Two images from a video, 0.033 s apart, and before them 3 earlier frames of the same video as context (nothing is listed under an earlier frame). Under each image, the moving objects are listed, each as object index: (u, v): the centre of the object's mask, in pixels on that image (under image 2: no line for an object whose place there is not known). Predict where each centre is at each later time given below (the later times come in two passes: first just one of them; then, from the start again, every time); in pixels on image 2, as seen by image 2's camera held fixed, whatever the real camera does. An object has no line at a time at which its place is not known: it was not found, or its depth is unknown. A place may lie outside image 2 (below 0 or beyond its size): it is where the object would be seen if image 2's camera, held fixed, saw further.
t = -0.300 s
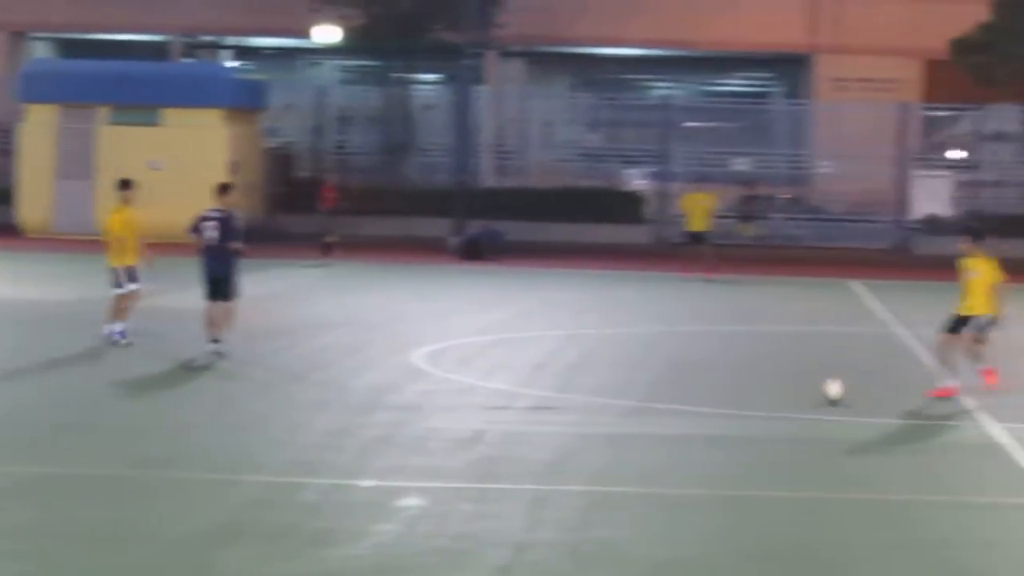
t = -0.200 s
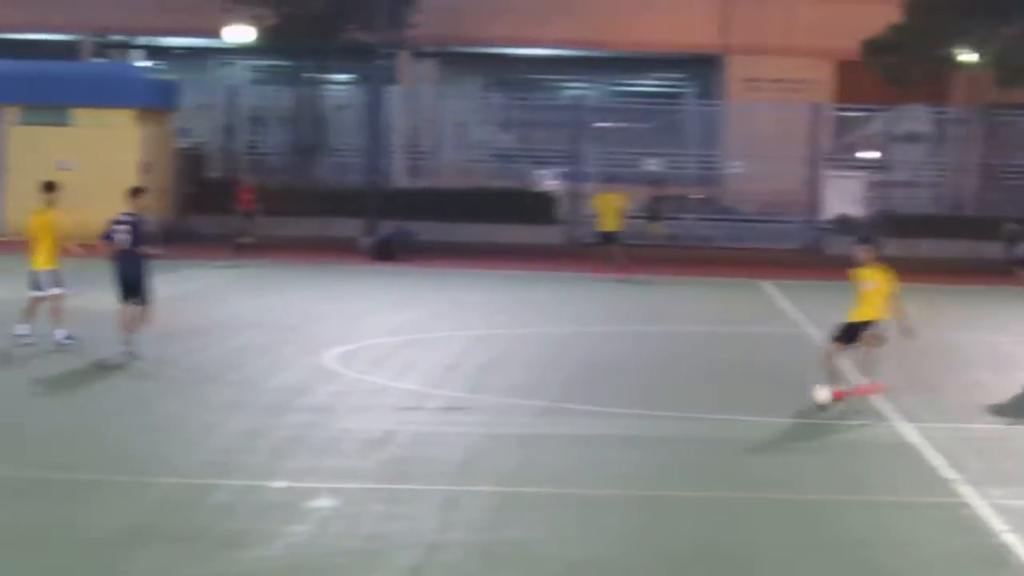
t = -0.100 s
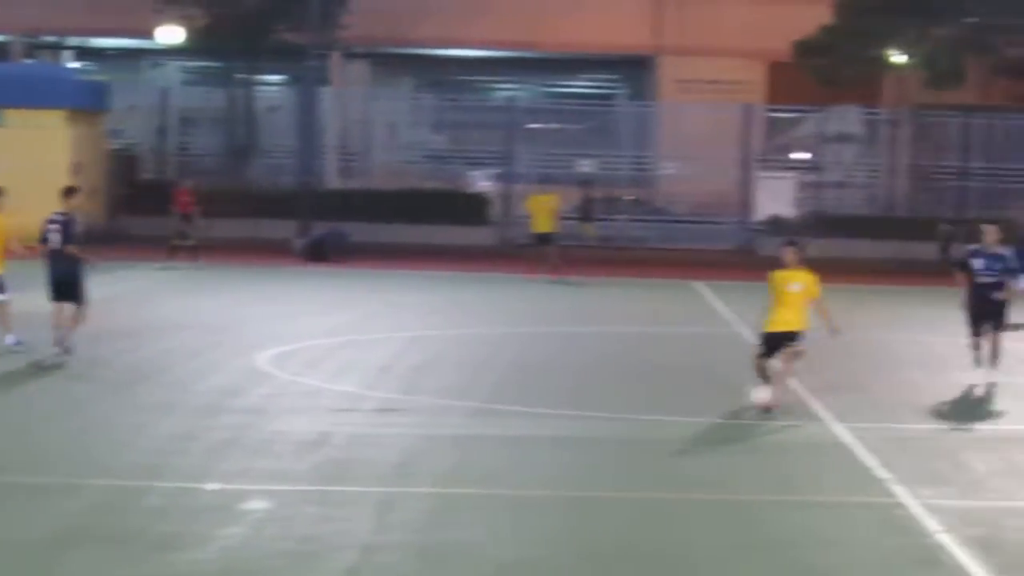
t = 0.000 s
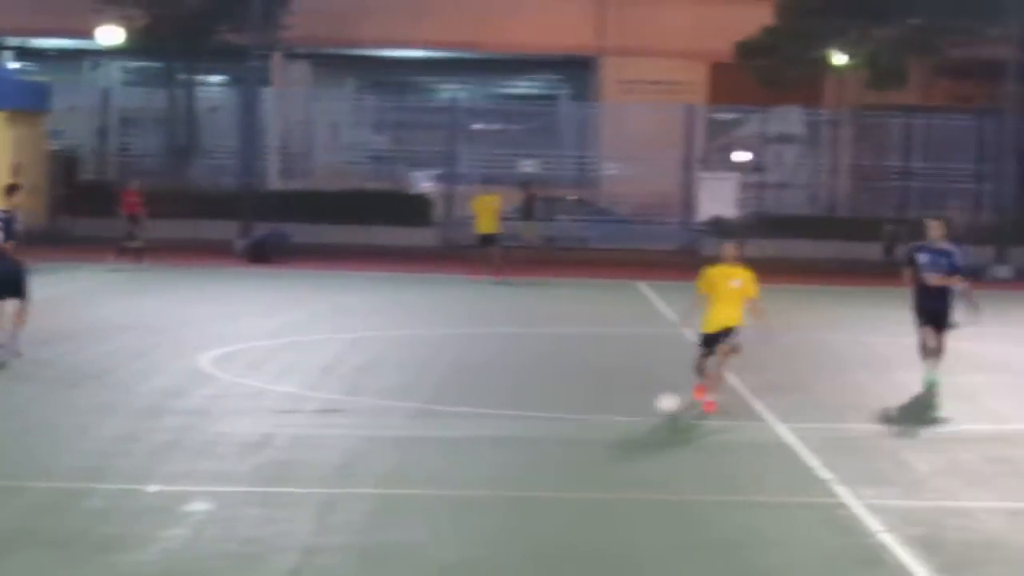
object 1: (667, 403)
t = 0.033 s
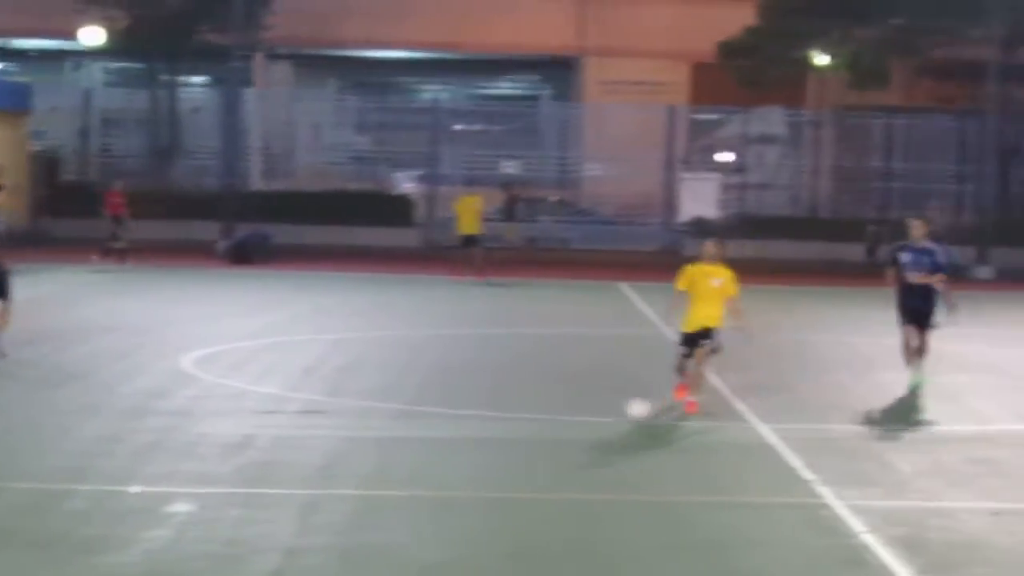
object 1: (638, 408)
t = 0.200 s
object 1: (581, 423)
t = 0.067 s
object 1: (626, 415)
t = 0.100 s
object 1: (612, 424)
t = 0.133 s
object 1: (602, 423)
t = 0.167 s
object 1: (592, 422)
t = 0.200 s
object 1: (581, 423)
